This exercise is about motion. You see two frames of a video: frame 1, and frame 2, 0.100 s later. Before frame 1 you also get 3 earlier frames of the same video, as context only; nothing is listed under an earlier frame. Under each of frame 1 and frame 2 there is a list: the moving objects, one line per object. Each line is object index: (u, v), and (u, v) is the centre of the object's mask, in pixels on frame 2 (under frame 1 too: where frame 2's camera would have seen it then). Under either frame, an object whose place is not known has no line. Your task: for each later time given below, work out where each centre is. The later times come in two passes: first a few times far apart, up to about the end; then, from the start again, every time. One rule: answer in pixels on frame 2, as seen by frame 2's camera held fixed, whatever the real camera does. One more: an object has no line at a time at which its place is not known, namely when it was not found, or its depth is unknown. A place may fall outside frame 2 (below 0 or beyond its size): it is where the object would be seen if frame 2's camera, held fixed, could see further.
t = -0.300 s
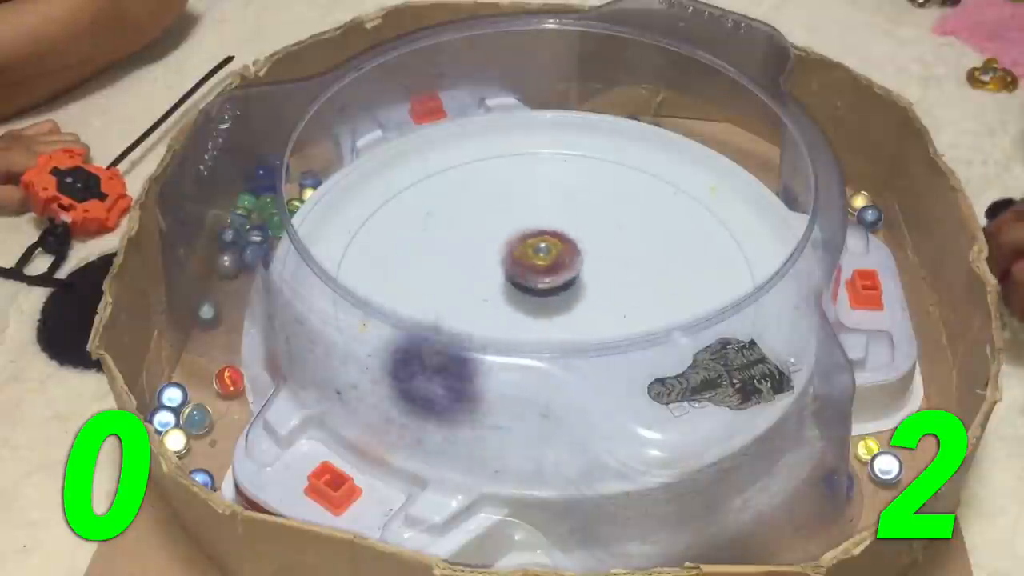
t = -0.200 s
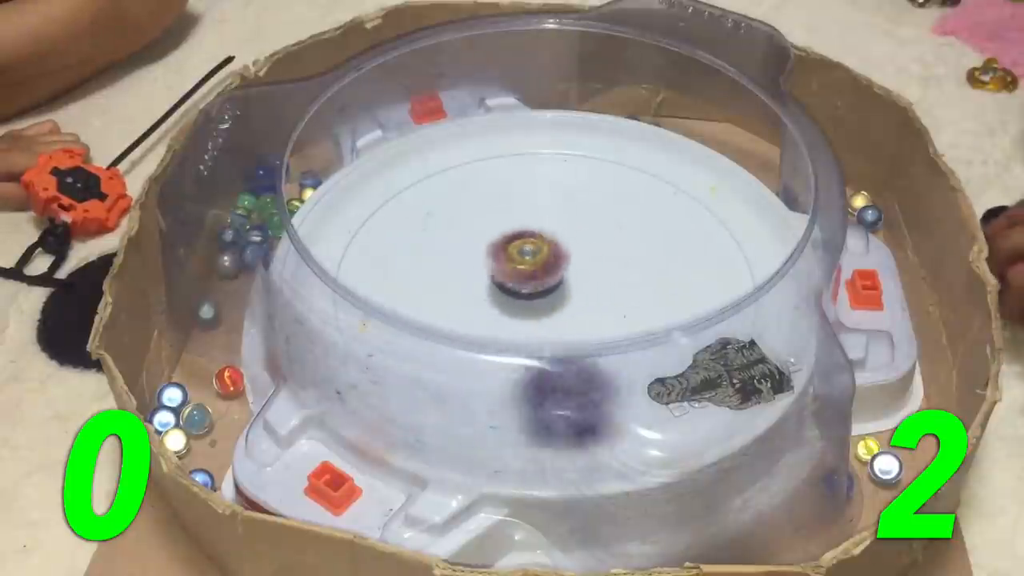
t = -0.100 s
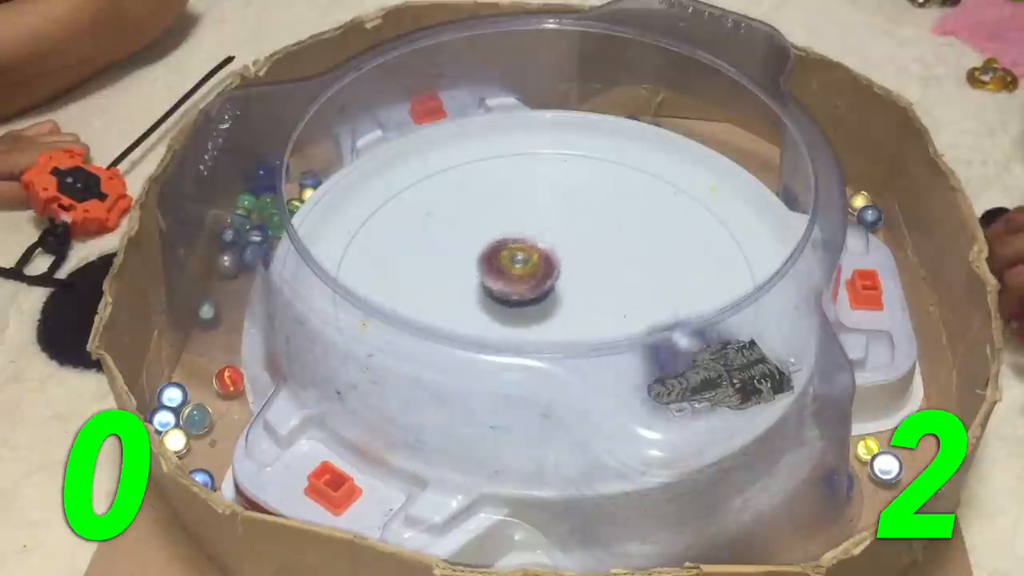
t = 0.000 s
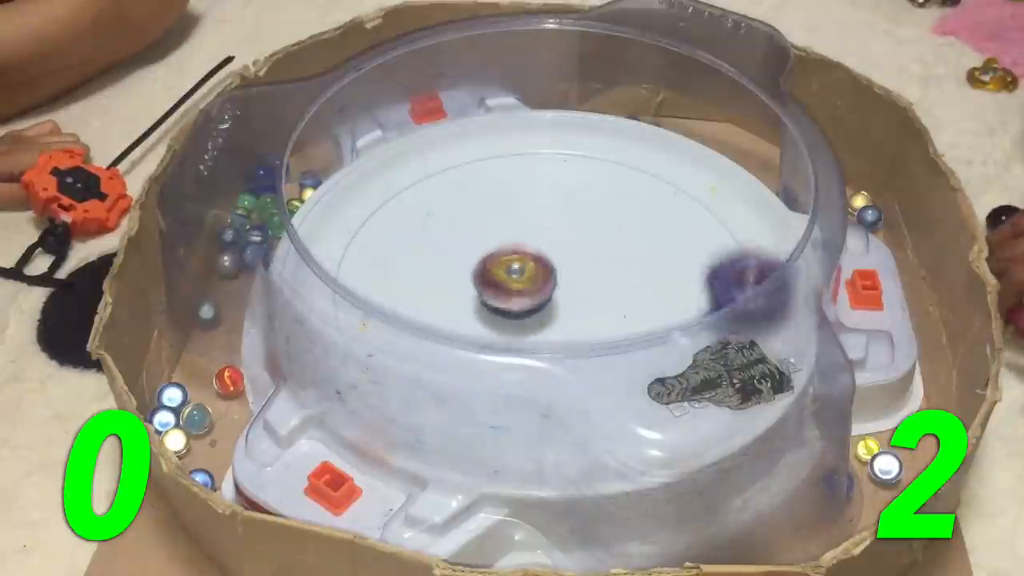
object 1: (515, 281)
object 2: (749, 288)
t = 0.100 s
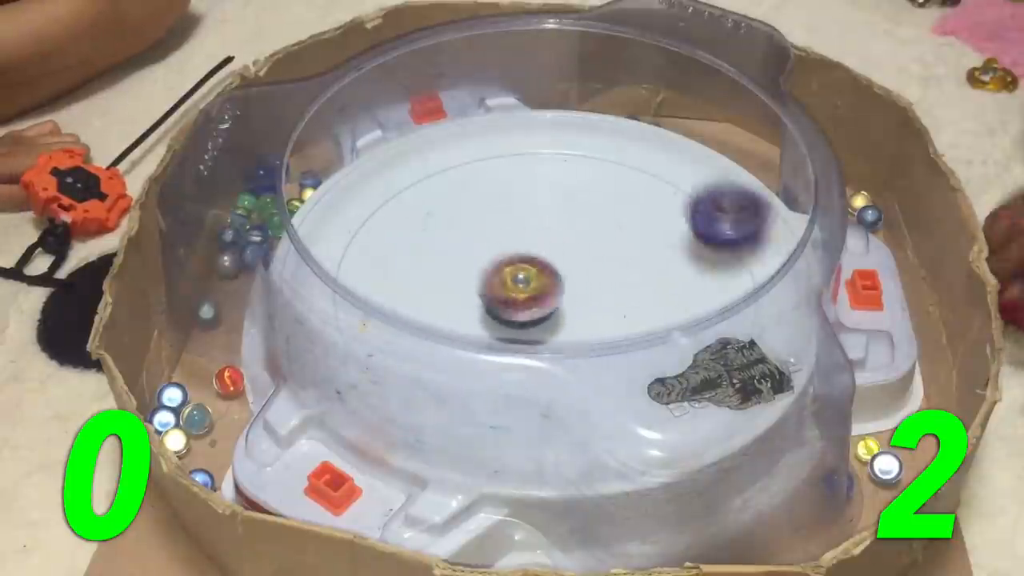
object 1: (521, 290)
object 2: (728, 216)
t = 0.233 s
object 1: (538, 298)
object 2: (641, 155)
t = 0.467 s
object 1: (564, 287)
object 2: (421, 181)
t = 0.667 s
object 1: (555, 269)
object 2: (376, 337)
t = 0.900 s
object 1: (525, 271)
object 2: (623, 406)
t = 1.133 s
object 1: (520, 291)
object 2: (735, 262)
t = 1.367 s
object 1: (549, 297)
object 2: (592, 155)
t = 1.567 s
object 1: (562, 281)
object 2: (404, 184)
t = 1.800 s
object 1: (543, 268)
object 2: (378, 349)
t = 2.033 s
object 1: (519, 279)
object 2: (629, 394)
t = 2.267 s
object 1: (532, 295)
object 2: (723, 238)
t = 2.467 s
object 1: (557, 291)
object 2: (602, 148)
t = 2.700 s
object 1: (562, 273)
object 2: (408, 184)
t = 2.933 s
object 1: (537, 266)
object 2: (400, 352)
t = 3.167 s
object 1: (519, 279)
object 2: (636, 391)
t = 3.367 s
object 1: (527, 293)
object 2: (730, 268)
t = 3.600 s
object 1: (553, 295)
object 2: (622, 169)
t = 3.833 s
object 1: (565, 279)
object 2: (430, 186)
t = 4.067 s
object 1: (547, 266)
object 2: (379, 328)
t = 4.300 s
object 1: (522, 268)
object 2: (585, 393)
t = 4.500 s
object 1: (512, 281)
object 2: (701, 290)
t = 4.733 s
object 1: (535, 294)
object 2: (640, 184)
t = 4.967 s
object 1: (553, 279)
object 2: (482, 168)
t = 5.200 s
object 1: (552, 268)
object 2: (389, 273)
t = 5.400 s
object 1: (545, 263)
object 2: (490, 378)
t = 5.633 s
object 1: (531, 266)
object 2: (674, 337)
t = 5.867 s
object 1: (533, 268)
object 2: (682, 233)
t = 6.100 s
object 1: (528, 270)
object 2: (546, 181)
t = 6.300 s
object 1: (533, 274)
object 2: (421, 217)
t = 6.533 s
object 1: (524, 280)
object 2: (405, 327)
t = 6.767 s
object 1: (523, 282)
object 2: (564, 377)
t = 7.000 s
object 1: (515, 282)
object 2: (677, 293)
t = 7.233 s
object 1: (517, 282)
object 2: (627, 201)
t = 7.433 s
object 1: (517, 282)
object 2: (511, 185)
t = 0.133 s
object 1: (524, 293)
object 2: (711, 196)
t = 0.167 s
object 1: (528, 295)
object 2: (690, 180)
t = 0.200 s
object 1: (533, 297)
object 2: (667, 165)
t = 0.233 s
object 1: (538, 298)
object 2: (641, 155)
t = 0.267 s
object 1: (542, 298)
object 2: (612, 147)
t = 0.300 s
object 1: (547, 298)
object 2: (579, 143)
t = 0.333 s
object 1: (552, 297)
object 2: (547, 143)
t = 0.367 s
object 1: (557, 295)
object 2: (514, 146)
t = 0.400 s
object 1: (560, 292)
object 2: (482, 153)
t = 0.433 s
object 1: (563, 290)
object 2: (451, 165)
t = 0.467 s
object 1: (564, 287)
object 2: (421, 181)
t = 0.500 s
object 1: (566, 283)
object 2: (397, 200)
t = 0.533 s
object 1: (565, 280)
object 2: (378, 223)
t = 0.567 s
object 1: (564, 277)
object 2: (365, 249)
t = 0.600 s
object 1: (562, 275)
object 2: (361, 278)
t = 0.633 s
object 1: (559, 272)
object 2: (365, 311)
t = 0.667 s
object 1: (555, 269)
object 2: (376, 337)
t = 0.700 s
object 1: (551, 268)
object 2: (397, 366)
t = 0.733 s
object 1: (548, 267)
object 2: (427, 387)
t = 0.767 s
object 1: (541, 266)
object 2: (463, 402)
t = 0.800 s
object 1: (537, 266)
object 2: (505, 415)
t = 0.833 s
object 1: (533, 268)
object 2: (546, 416)
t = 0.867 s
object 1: (530, 269)
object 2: (587, 413)
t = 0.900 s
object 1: (525, 271)
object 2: (623, 406)
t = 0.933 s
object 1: (522, 273)
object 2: (651, 387)
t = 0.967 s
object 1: (520, 276)
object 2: (668, 358)
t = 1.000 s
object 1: (518, 279)
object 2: (697, 337)
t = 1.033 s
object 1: (518, 282)
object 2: (731, 320)
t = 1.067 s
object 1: (518, 285)
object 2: (740, 309)
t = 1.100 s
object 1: (519, 288)
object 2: (740, 287)
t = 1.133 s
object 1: (520, 291)
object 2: (735, 262)
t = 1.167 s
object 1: (523, 293)
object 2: (729, 242)
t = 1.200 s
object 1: (527, 296)
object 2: (715, 221)
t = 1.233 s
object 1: (531, 297)
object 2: (697, 204)
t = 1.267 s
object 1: (536, 298)
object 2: (675, 187)
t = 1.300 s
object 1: (540, 298)
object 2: (650, 173)
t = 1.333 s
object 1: (543, 297)
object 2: (622, 163)
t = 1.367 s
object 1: (549, 297)
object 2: (592, 155)
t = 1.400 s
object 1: (553, 295)
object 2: (560, 151)
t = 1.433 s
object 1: (556, 293)
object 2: (528, 150)
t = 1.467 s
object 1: (559, 290)
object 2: (494, 152)
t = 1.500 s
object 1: (559, 287)
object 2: (462, 158)
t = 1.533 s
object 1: (561, 284)
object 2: (432, 168)
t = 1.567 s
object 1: (562, 281)
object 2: (404, 184)
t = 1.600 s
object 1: (561, 278)
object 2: (381, 200)
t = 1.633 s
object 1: (560, 276)
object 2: (363, 221)
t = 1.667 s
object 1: (556, 273)
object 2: (351, 244)
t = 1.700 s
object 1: (554, 271)
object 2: (348, 270)
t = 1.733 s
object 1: (551, 269)
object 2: (347, 296)
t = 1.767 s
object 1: (547, 268)
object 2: (359, 325)
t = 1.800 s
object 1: (543, 268)
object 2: (378, 349)
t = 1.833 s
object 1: (537, 268)
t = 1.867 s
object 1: (533, 268)
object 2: (437, 388)
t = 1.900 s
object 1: (530, 270)
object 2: (474, 400)
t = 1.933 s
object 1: (526, 271)
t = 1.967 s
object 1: (524, 274)
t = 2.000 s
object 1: (521, 276)
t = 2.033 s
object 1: (519, 279)
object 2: (629, 394)
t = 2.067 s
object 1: (519, 281)
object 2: (655, 359)
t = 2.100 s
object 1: (519, 283)
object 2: (683, 340)
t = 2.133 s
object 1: (521, 287)
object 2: (709, 321)
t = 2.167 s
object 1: (523, 290)
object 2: (723, 307)
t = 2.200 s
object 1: (525, 292)
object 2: (724, 278)
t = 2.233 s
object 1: (528, 293)
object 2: (728, 260)
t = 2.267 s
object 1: (532, 295)
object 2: (723, 238)
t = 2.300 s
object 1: (537, 296)
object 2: (712, 216)
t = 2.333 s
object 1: (541, 296)
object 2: (697, 198)
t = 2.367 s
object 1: (544, 295)
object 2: (678, 182)
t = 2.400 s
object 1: (549, 295)
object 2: (655, 168)
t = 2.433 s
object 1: (553, 294)
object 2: (630, 157)
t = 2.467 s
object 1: (557, 291)
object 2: (602, 148)
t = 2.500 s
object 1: (558, 290)
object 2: (574, 143)
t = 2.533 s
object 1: (562, 287)
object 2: (545, 142)
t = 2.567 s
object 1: (564, 284)
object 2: (515, 143)
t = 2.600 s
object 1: (564, 281)
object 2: (486, 148)
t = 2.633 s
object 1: (564, 278)
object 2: (458, 156)
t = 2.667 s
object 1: (563, 276)
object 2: (431, 168)
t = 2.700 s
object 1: (562, 273)
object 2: (408, 184)
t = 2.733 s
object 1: (558, 271)
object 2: (389, 203)
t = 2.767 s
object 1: (556, 269)
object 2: (375, 224)
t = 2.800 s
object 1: (552, 267)
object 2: (366, 248)
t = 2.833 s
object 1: (549, 267)
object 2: (364, 276)
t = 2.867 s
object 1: (545, 266)
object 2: (370, 304)
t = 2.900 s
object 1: (541, 266)
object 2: (380, 328)
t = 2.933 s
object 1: (537, 266)
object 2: (400, 352)
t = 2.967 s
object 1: (533, 267)
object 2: (425, 374)
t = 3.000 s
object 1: (529, 268)
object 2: (457, 391)
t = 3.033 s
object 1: (526, 270)
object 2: (491, 398)
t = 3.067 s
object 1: (524, 272)
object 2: (530, 406)
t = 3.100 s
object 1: (521, 274)
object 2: (569, 406)
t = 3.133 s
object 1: (521, 276)
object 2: (606, 399)
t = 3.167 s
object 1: (519, 279)
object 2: (636, 391)
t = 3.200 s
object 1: (518, 282)
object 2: (661, 377)
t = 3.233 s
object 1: (519, 285)
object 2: (687, 342)
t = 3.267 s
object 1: (520, 287)
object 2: (712, 324)
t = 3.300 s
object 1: (521, 289)
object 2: (728, 310)
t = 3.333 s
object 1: (525, 292)
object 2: (733, 292)
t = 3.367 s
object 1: (527, 293)
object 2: (730, 268)
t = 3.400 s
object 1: (530, 295)
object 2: (727, 251)
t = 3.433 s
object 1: (534, 297)
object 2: (717, 233)
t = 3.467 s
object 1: (539, 298)
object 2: (704, 217)
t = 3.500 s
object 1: (542, 297)
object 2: (688, 202)
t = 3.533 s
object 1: (547, 297)
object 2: (667, 189)
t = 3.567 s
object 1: (551, 297)
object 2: (646, 178)
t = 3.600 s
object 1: (553, 295)
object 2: (622, 169)
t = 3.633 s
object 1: (557, 294)
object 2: (595, 164)
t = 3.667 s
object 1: (560, 292)
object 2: (567, 160)
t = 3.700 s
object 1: (562, 290)
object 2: (539, 159)
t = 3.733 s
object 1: (564, 288)
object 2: (510, 160)
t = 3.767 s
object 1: (565, 285)
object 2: (481, 167)
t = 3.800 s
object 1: (564, 282)
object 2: (454, 174)
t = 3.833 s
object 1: (565, 279)
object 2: (430, 186)
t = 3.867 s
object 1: (564, 277)
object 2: (408, 200)
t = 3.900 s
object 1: (562, 274)
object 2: (390, 216)
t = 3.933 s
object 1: (560, 273)
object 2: (376, 236)
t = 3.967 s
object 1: (557, 270)
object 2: (368, 258)
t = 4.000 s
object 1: (554, 269)
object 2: (365, 281)
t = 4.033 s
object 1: (551, 267)
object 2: (370, 308)
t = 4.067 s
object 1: (547, 266)
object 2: (379, 328)
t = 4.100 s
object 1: (543, 265)
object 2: (396, 347)
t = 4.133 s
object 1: (540, 265)
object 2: (419, 367)
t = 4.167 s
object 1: (536, 265)
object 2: (446, 383)
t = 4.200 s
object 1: (532, 265)
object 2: (480, 395)
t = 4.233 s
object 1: (528, 265)
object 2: (514, 397)
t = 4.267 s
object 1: (525, 266)
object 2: (552, 402)
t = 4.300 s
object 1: (522, 268)
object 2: (585, 393)
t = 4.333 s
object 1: (519, 269)
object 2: (614, 387)
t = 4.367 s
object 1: (516, 271)
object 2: (642, 369)
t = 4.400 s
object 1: (515, 274)
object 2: (661, 349)
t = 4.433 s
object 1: (511, 276)
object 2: (680, 334)
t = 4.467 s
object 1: (512, 279)
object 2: (690, 304)
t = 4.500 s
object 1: (512, 281)
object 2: (701, 290)
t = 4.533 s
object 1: (512, 283)
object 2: (707, 275)
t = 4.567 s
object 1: (513, 286)
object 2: (703, 256)
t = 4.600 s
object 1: (515, 289)
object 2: (696, 238)
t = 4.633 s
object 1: (518, 293)
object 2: (686, 222)
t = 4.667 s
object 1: (525, 294)
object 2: (673, 208)
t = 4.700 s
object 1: (528, 295)
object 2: (657, 195)
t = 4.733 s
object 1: (535, 294)
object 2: (640, 184)
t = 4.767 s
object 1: (538, 293)
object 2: (620, 175)
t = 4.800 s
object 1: (542, 293)
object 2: (599, 167)
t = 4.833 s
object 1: (548, 291)
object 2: (575, 163)
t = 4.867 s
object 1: (550, 288)
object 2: (552, 160)
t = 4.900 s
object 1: (554, 285)
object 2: (528, 160)
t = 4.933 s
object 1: (554, 281)
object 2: (504, 163)
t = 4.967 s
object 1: (553, 279)
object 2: (482, 168)
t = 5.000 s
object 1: (553, 277)
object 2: (460, 176)
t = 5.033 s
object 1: (554, 274)
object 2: (441, 188)
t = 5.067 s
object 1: (552, 273)
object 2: (423, 201)
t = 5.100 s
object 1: (550, 271)
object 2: (408, 216)
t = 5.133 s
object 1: (551, 269)
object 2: (397, 234)
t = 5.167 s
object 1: (552, 268)
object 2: (390, 253)
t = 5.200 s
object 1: (552, 268)
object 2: (389, 273)
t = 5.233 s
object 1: (550, 268)
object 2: (393, 296)
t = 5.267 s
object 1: (550, 267)
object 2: (403, 318)
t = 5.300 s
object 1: (549, 267)
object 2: (416, 333)
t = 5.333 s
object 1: (545, 266)
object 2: (438, 355)
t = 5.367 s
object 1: (544, 264)
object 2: (461, 364)
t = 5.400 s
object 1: (545, 263)
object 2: (490, 378)
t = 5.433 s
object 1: (545, 264)
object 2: (518, 386)
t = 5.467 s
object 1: (543, 265)
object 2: (553, 391)
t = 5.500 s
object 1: (541, 265)
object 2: (582, 388)
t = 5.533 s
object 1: (540, 264)
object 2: (611, 380)
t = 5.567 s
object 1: (539, 265)
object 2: (639, 364)
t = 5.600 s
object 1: (535, 266)
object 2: (657, 349)
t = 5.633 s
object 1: (531, 266)
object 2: (674, 337)
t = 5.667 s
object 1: (529, 264)
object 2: (689, 324)
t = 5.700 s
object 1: (529, 263)
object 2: (701, 310)
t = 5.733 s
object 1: (530, 264)
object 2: (701, 289)
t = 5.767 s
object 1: (532, 264)
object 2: (704, 277)
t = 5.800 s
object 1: (534, 266)
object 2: (699, 261)
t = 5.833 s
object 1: (534, 267)
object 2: (693, 246)
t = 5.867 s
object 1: (533, 268)
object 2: (682, 233)
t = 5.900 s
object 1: (529, 269)
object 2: (668, 219)
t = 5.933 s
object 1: (527, 270)
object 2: (651, 207)
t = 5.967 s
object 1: (527, 270)
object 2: (634, 199)
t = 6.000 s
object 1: (527, 269)
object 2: (614, 191)
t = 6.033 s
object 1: (528, 269)
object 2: (592, 186)
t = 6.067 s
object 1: (528, 270)
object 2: (571, 182)
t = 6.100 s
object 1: (528, 270)
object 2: (546, 181)
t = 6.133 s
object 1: (529, 271)
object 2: (523, 182)
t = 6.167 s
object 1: (531, 271)
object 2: (500, 184)
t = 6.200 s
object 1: (533, 272)
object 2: (478, 189)
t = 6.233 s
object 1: (533, 272)
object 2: (456, 196)
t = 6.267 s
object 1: (534, 273)
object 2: (438, 205)
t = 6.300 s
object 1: (533, 274)
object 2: (421, 217)
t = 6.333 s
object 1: (529, 275)
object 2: (407, 229)
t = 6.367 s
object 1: (527, 277)
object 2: (397, 244)
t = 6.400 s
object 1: (525, 278)
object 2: (390, 260)
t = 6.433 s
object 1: (525, 279)
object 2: (388, 275)
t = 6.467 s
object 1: (525, 279)
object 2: (388, 296)
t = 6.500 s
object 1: (524, 279)
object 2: (394, 313)
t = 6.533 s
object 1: (524, 280)
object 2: (405, 327)
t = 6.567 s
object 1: (524, 280)
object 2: (419, 343)
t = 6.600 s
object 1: (523, 281)
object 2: (438, 354)
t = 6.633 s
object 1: (524, 282)
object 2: (458, 364)
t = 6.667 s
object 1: (522, 282)
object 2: (485, 373)
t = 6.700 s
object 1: (522, 282)
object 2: (510, 380)
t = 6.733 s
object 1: (522, 282)
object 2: (537, 381)
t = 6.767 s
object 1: (523, 282)
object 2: (564, 377)
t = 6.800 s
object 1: (523, 282)
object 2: (588, 371)
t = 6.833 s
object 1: (522, 282)
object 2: (611, 363)
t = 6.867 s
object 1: (520, 282)
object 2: (633, 351)
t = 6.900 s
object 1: (518, 282)
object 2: (649, 340)
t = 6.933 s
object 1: (516, 282)
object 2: (656, 312)
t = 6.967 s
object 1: (515, 282)
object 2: (668, 303)
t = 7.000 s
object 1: (515, 282)
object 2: (677, 293)
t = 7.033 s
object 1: (517, 282)
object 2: (679, 278)
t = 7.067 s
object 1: (518, 282)
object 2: (678, 263)
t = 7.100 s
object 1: (518, 282)
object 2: (672, 248)
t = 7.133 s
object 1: (518, 282)
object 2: (665, 235)
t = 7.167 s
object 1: (516, 282)
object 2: (655, 222)
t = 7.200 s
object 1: (516, 282)
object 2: (642, 210)
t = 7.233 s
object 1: (517, 282)
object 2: (627, 201)
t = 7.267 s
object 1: (517, 282)
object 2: (611, 193)
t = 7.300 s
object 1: (516, 282)
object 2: (593, 187)
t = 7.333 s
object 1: (516, 282)
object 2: (572, 183)
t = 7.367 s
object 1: (517, 282)
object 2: (552, 182)
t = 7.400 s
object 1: (517, 282)
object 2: (533, 182)
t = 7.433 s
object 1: (517, 282)
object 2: (511, 185)
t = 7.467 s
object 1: (517, 282)
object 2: (492, 190)
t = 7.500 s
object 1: (517, 282)
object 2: (474, 198)
